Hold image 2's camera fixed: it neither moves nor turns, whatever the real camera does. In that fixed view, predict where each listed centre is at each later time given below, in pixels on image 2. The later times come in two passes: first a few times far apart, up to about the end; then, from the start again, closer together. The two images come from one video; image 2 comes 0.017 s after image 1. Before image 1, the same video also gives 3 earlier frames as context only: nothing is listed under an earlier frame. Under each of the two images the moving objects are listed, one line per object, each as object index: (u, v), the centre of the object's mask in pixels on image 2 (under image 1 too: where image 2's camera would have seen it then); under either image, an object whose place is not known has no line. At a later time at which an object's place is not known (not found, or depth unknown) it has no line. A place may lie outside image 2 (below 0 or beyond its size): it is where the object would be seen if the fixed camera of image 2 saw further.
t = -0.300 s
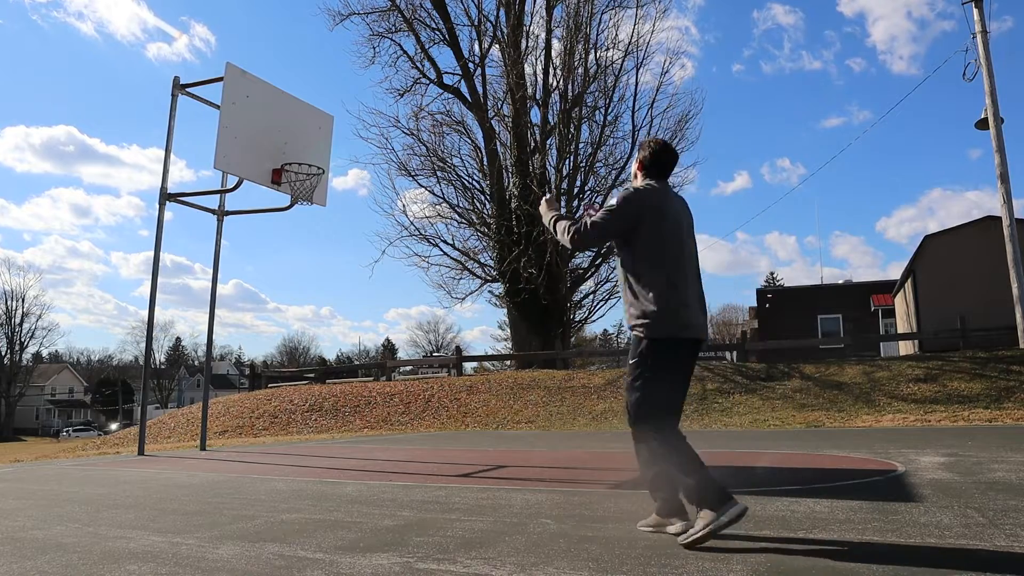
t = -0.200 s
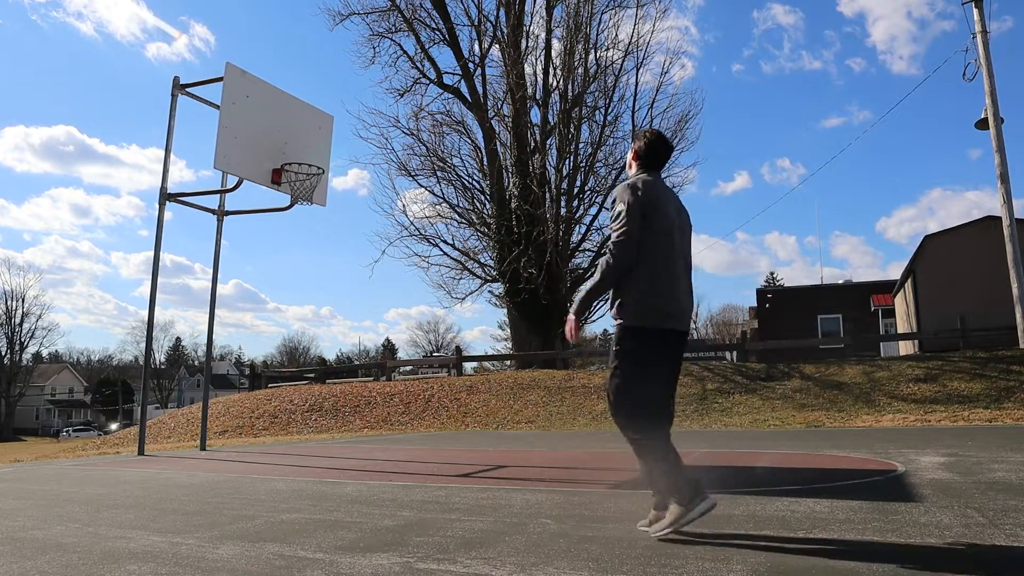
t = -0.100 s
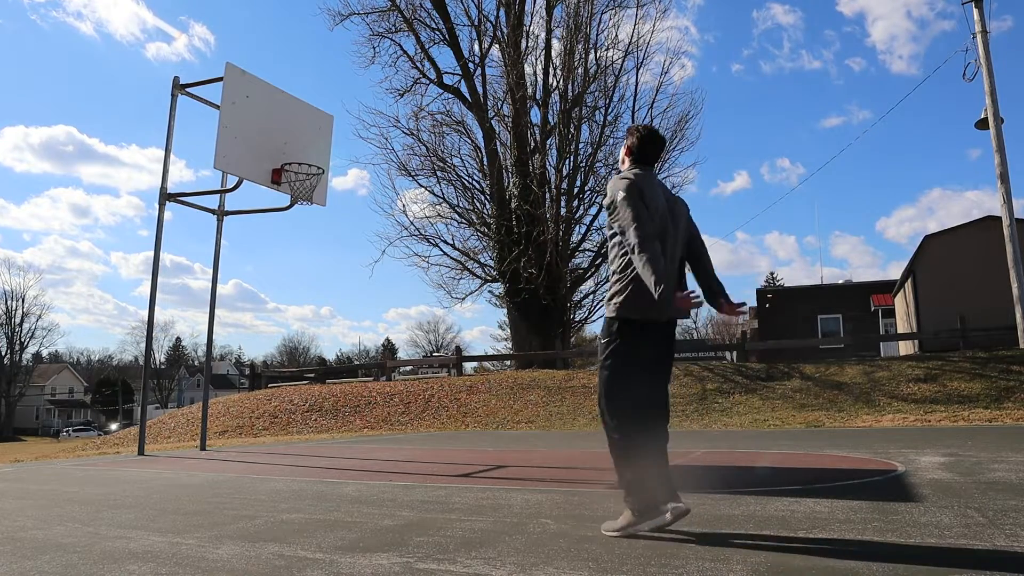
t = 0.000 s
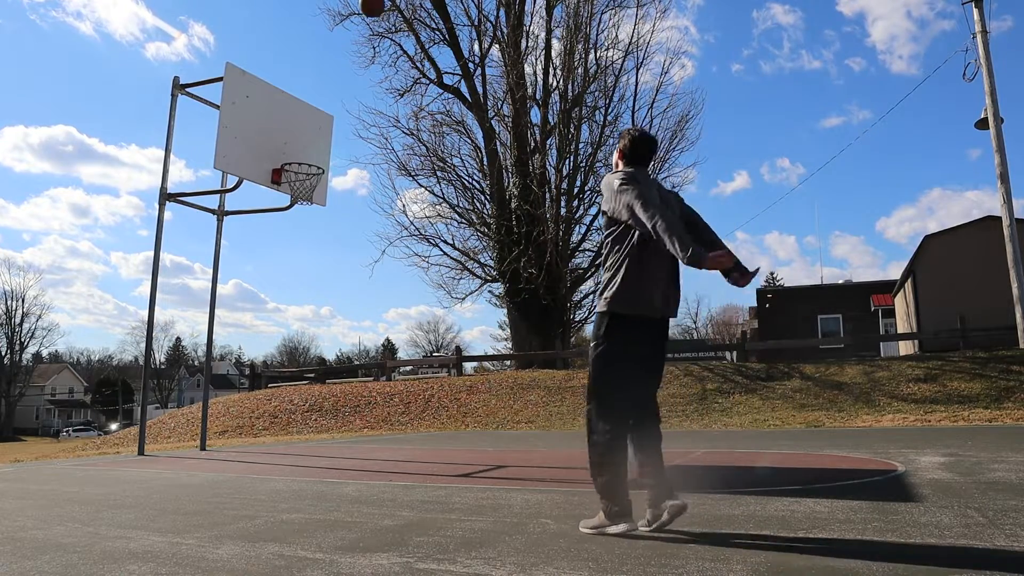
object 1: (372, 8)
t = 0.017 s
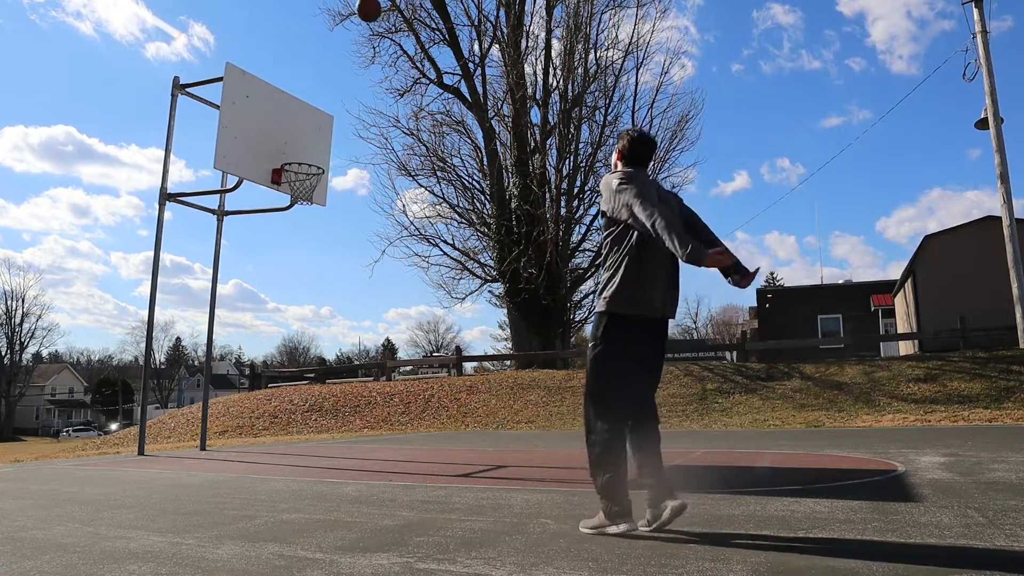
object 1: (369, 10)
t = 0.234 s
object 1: (327, 86)
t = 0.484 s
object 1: (299, 191)
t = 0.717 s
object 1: (313, 241)
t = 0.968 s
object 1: (325, 350)
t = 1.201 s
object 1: (335, 410)
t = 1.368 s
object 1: (345, 346)
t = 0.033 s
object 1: (365, 14)
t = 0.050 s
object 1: (362, 19)
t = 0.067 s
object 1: (358, 24)
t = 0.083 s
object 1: (355, 30)
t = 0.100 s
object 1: (352, 35)
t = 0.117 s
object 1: (348, 41)
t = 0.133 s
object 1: (345, 47)
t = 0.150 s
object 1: (342, 53)
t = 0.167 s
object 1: (339, 60)
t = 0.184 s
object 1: (336, 66)
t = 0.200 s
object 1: (333, 73)
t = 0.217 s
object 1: (330, 79)
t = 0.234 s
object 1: (327, 86)
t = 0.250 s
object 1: (324, 93)
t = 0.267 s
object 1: (321, 100)
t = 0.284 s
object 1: (318, 108)
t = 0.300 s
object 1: (315, 115)
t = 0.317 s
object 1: (312, 122)
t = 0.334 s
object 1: (309, 130)
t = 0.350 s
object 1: (307, 138)
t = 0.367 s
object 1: (304, 146)
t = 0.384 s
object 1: (301, 153)
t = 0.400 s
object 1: (299, 162)
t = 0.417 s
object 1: (297, 170)
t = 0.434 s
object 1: (297, 177)
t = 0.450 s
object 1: (296, 183)
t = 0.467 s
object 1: (297, 187)
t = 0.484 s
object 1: (299, 191)
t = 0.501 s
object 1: (300, 193)
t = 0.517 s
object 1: (301, 195)
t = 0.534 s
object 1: (303, 200)
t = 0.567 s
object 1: (305, 205)
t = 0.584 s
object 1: (305, 208)
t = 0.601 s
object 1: (306, 211)
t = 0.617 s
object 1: (307, 214)
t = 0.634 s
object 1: (308, 218)
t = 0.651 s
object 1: (309, 222)
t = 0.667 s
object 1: (310, 226)
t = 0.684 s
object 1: (311, 231)
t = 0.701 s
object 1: (312, 236)
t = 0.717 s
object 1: (313, 241)
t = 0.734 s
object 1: (313, 246)
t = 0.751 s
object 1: (314, 252)
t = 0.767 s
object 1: (315, 257)
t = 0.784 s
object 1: (316, 264)
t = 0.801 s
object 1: (317, 270)
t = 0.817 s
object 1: (318, 277)
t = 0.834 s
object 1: (318, 284)
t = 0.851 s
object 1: (319, 292)
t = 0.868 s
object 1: (320, 299)
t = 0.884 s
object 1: (320, 307)
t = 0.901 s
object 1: (321, 315)
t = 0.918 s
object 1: (322, 324)
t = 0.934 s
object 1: (323, 332)
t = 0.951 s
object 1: (323, 341)
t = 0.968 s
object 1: (325, 350)
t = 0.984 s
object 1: (325, 359)
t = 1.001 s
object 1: (324, 369)
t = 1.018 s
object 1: (325, 379)
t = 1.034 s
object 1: (327, 390)
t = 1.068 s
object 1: (328, 412)
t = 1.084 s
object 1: (329, 424)
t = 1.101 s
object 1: (330, 436)
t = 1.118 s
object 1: (330, 447)
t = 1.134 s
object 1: (331, 442)
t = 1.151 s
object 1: (332, 434)
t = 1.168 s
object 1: (333, 425)
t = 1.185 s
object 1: (334, 418)
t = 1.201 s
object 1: (335, 410)
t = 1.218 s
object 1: (336, 402)
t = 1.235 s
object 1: (337, 395)
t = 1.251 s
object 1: (338, 388)
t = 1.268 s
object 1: (338, 382)
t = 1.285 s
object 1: (339, 375)
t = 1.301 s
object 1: (340, 369)
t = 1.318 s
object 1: (342, 365)
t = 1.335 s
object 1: (343, 357)
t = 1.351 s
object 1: (344, 352)
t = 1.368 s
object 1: (345, 346)
